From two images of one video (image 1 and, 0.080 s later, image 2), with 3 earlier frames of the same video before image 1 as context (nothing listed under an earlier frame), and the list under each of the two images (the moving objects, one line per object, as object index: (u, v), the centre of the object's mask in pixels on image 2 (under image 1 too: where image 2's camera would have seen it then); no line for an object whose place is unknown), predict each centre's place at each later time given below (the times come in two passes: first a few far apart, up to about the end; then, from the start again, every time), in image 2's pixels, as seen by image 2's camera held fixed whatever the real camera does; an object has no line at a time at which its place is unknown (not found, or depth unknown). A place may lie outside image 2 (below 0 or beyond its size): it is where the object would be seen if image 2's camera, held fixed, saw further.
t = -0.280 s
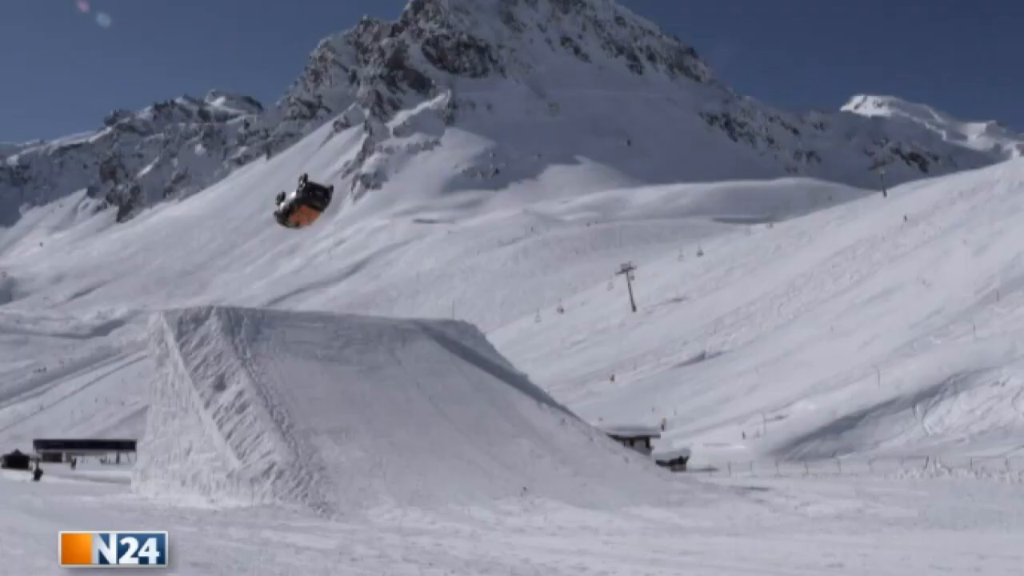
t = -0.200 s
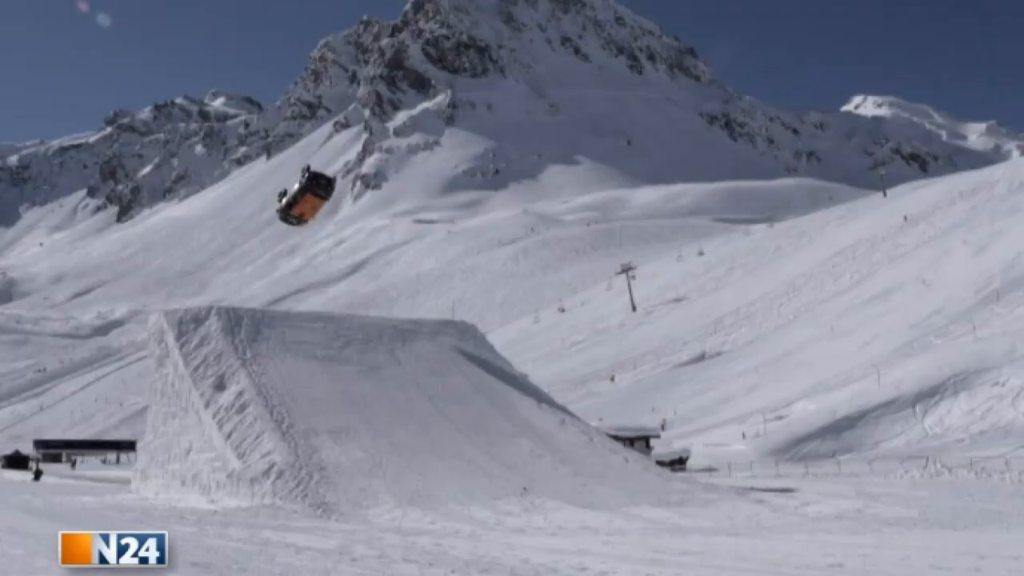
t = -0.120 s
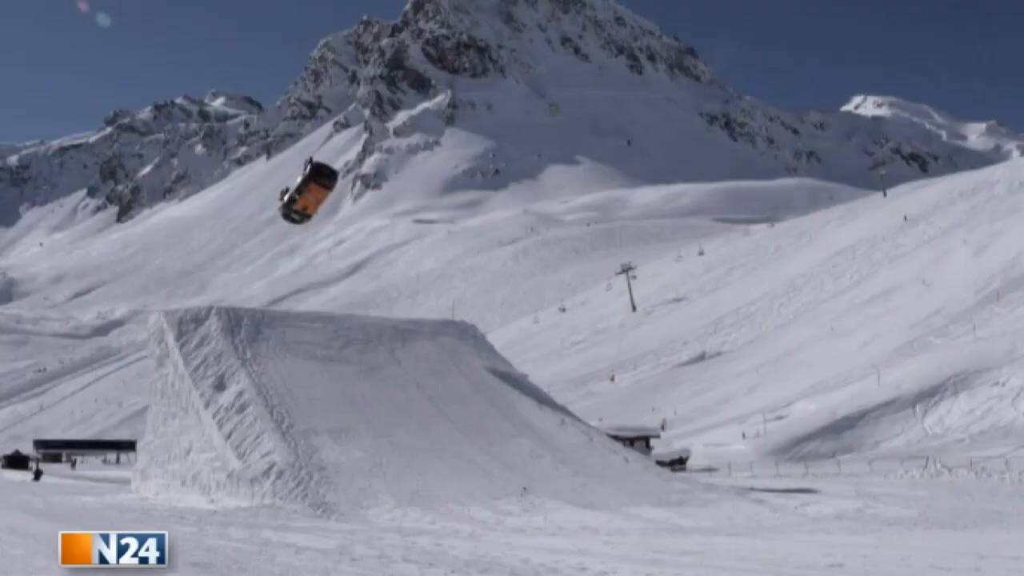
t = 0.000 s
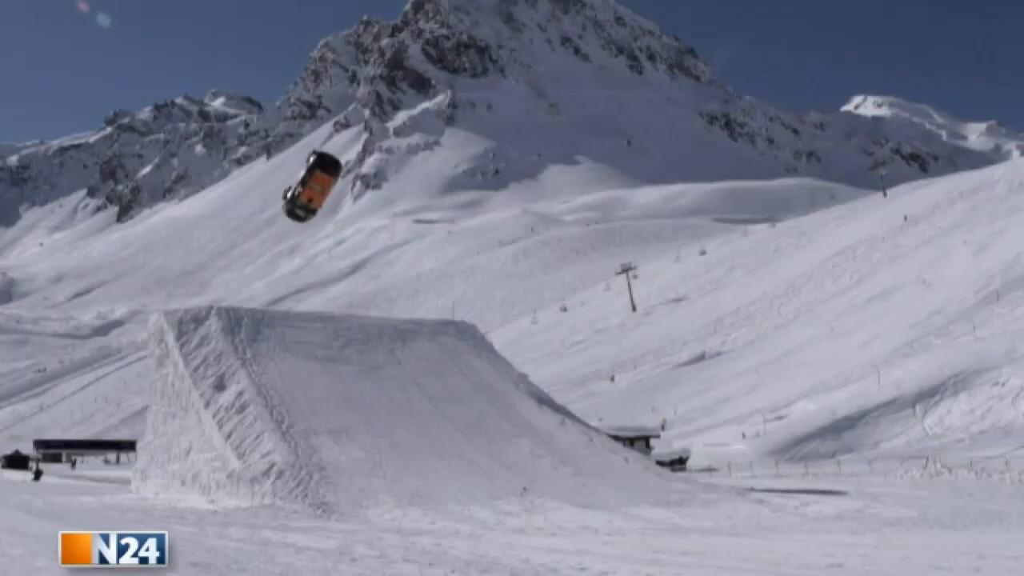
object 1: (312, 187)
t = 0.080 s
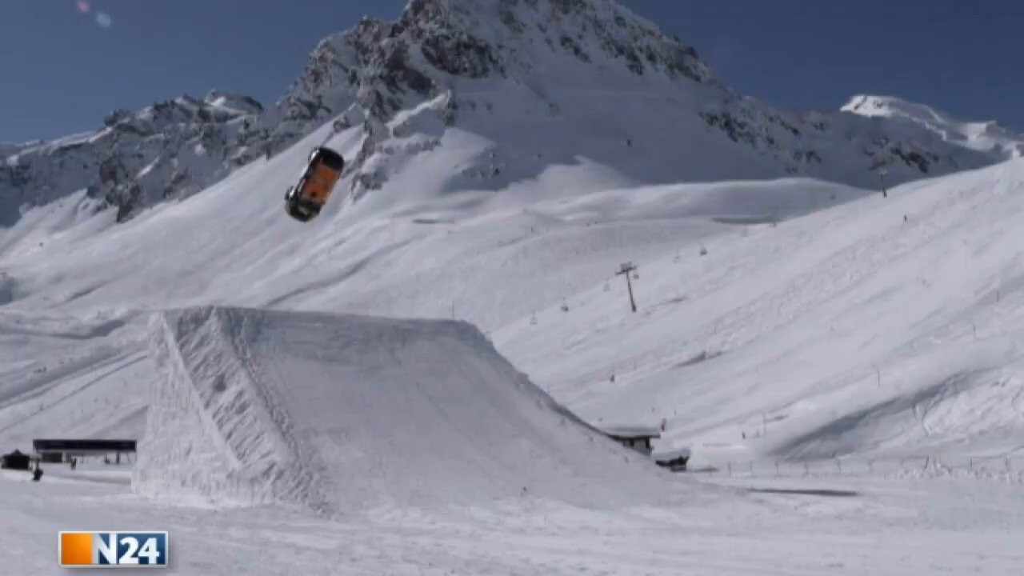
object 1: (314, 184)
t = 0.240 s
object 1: (319, 183)
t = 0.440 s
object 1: (325, 188)
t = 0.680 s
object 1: (334, 204)
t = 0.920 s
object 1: (341, 234)
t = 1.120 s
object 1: (346, 269)
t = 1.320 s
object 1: (354, 305)
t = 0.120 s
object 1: (316, 183)
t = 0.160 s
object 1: (317, 183)
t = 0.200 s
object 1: (318, 183)
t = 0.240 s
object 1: (319, 183)
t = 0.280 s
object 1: (320, 183)
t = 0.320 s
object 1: (321, 184)
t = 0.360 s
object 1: (323, 185)
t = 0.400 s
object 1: (324, 186)
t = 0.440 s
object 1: (325, 188)
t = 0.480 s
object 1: (327, 190)
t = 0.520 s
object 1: (328, 192)
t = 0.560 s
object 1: (329, 195)
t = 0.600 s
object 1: (331, 197)
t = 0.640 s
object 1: (332, 201)
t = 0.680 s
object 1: (334, 204)
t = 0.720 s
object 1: (335, 208)
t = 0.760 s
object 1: (337, 213)
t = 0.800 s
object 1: (338, 217)
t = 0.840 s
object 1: (339, 222)
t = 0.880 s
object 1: (340, 228)
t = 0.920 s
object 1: (341, 234)
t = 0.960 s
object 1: (342, 240)
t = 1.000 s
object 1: (343, 247)
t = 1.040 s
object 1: (345, 254)
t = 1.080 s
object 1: (345, 261)
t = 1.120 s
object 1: (346, 269)
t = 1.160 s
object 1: (348, 277)
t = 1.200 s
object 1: (350, 286)
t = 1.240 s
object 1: (352, 293)
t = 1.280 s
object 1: (353, 299)
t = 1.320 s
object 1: (354, 305)
